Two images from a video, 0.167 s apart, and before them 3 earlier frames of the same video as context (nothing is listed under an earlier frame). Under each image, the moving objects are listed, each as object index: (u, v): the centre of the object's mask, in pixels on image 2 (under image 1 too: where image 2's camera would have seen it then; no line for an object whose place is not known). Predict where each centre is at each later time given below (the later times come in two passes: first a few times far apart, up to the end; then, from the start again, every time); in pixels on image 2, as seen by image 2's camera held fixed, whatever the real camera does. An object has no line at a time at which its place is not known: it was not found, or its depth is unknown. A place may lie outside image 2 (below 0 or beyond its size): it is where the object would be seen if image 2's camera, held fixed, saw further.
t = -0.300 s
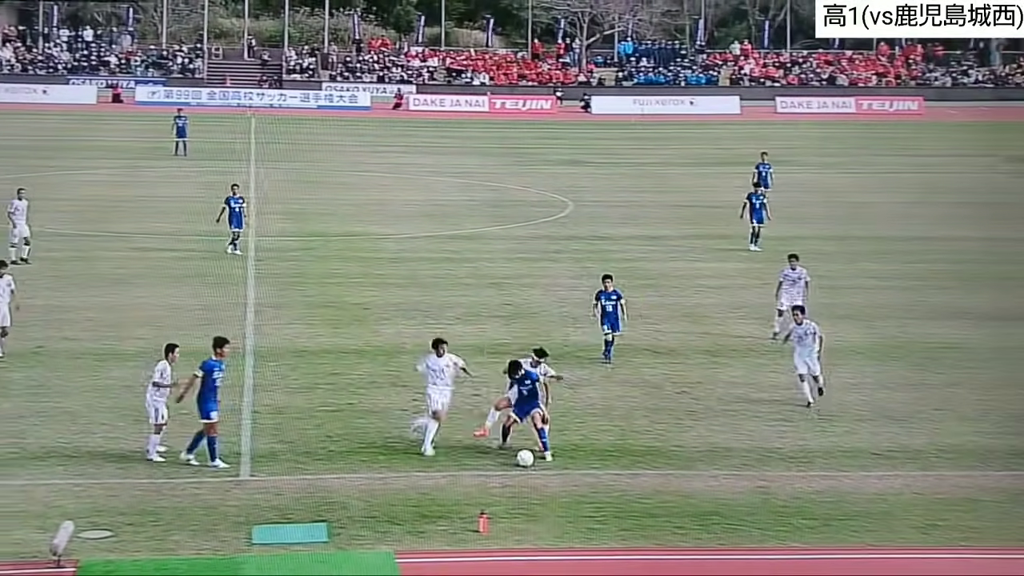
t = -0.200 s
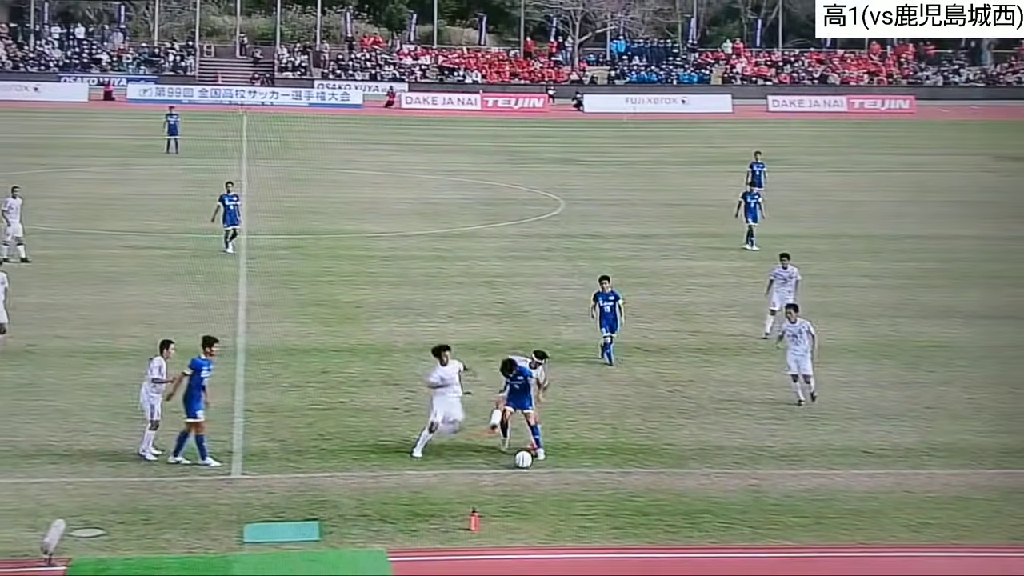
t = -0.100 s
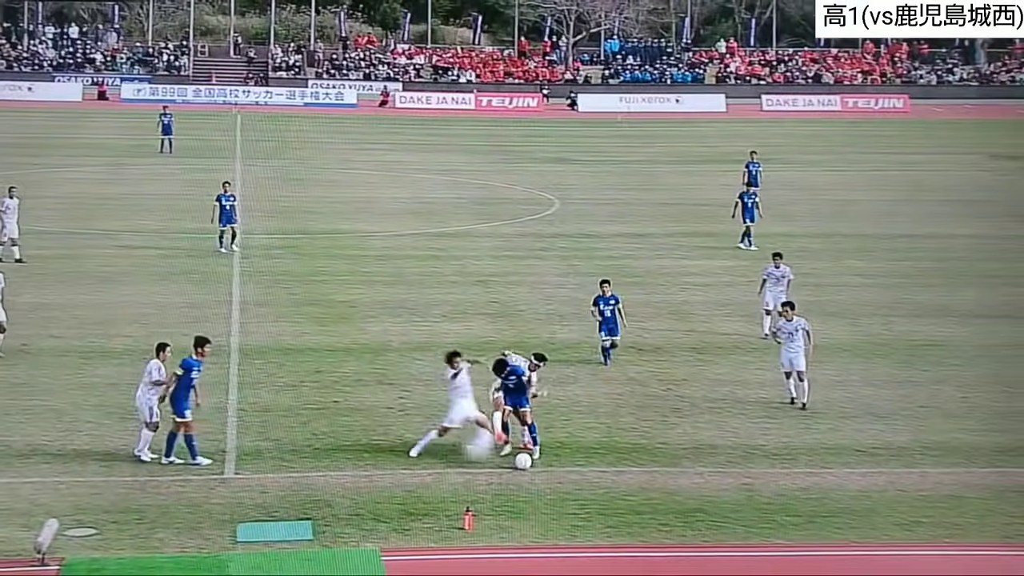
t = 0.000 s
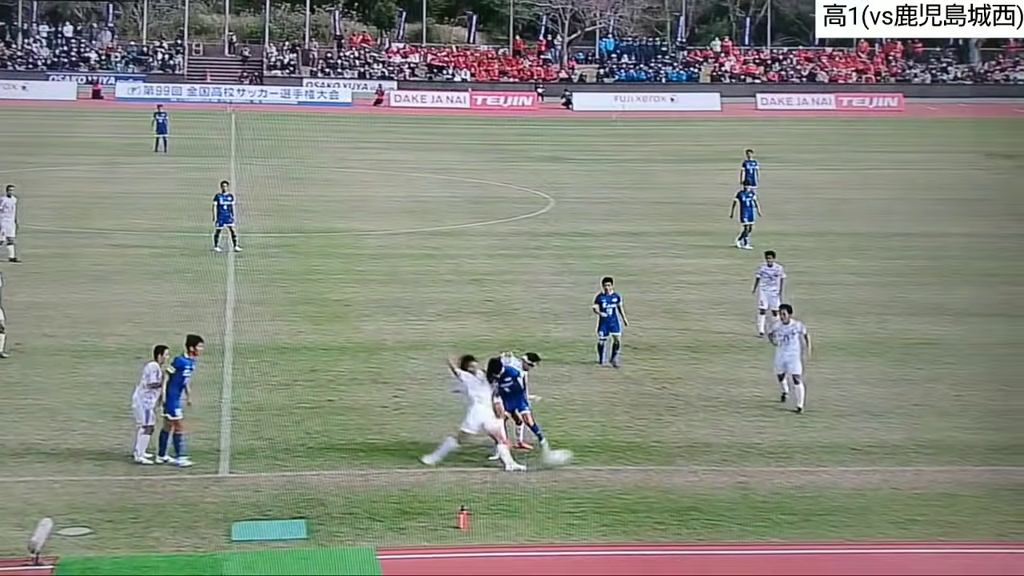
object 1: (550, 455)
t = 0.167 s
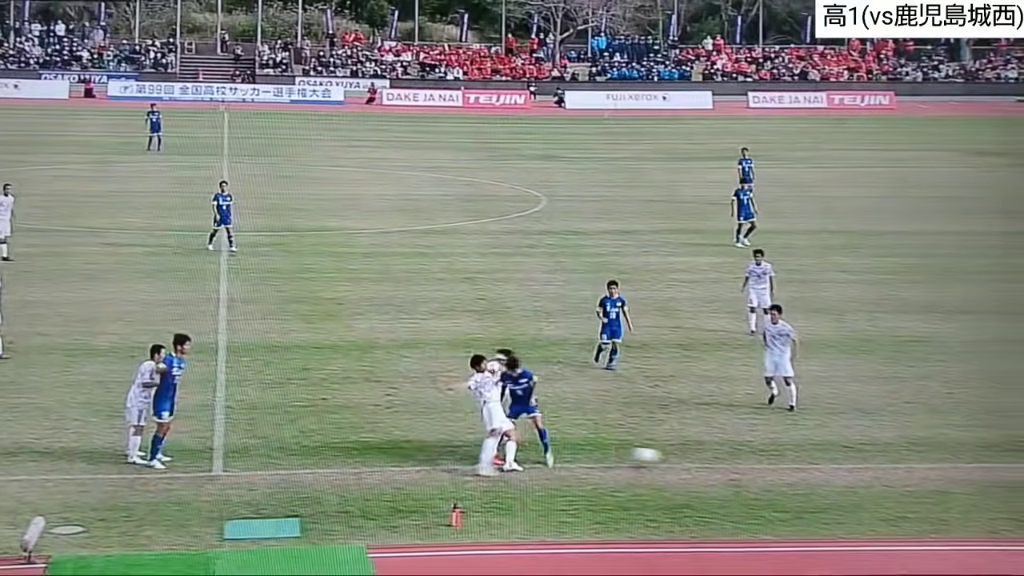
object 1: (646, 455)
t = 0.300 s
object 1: (715, 456)
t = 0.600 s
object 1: (851, 463)
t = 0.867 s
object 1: (967, 467)
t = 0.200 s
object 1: (665, 458)
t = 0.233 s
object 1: (683, 459)
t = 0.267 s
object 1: (699, 457)
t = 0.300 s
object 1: (715, 456)
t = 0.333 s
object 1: (730, 457)
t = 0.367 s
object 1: (746, 458)
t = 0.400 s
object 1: (762, 461)
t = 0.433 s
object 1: (778, 462)
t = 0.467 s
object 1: (792, 462)
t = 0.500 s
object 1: (807, 461)
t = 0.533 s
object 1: (822, 461)
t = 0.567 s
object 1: (836, 462)
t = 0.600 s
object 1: (851, 463)
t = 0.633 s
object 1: (865, 463)
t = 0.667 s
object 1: (880, 463)
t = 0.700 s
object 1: (894, 463)
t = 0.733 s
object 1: (909, 465)
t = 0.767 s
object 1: (923, 466)
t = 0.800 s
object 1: (938, 466)
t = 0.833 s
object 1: (952, 466)
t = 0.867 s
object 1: (967, 467)
